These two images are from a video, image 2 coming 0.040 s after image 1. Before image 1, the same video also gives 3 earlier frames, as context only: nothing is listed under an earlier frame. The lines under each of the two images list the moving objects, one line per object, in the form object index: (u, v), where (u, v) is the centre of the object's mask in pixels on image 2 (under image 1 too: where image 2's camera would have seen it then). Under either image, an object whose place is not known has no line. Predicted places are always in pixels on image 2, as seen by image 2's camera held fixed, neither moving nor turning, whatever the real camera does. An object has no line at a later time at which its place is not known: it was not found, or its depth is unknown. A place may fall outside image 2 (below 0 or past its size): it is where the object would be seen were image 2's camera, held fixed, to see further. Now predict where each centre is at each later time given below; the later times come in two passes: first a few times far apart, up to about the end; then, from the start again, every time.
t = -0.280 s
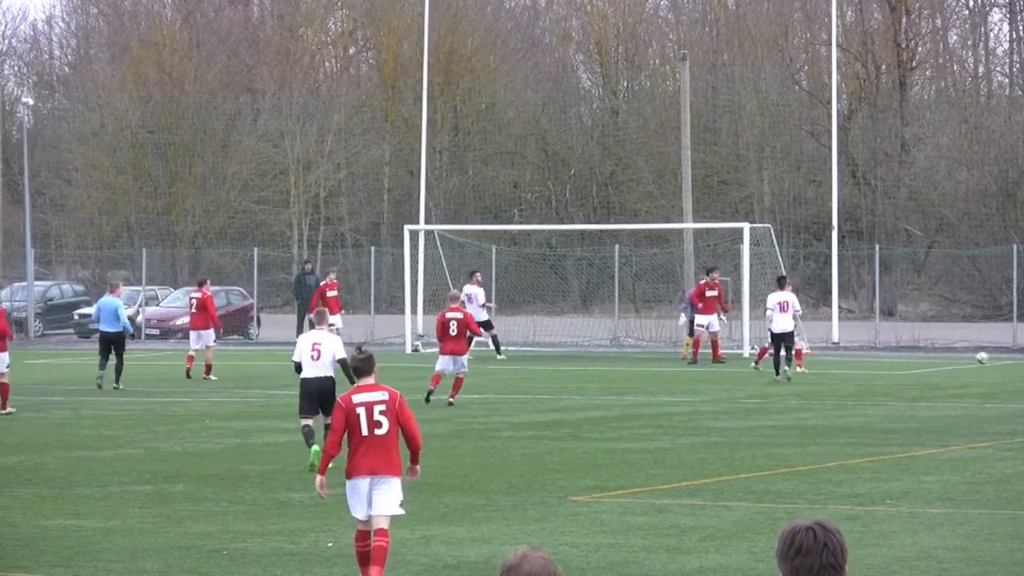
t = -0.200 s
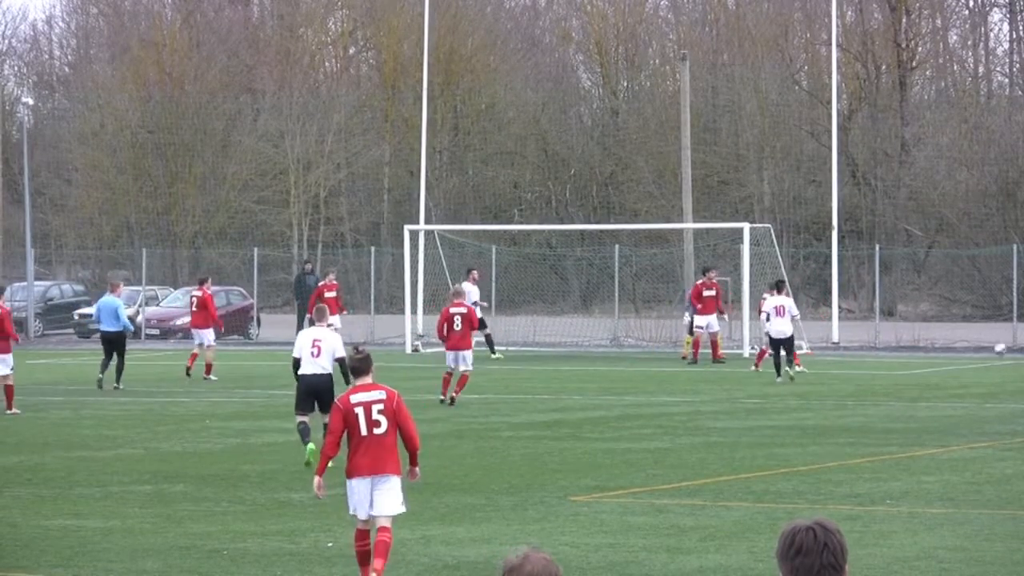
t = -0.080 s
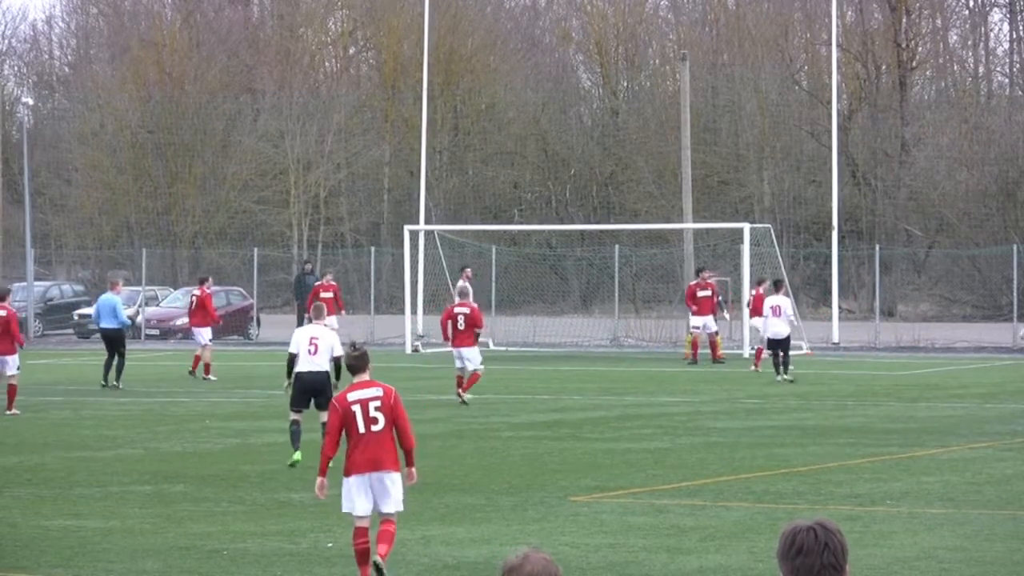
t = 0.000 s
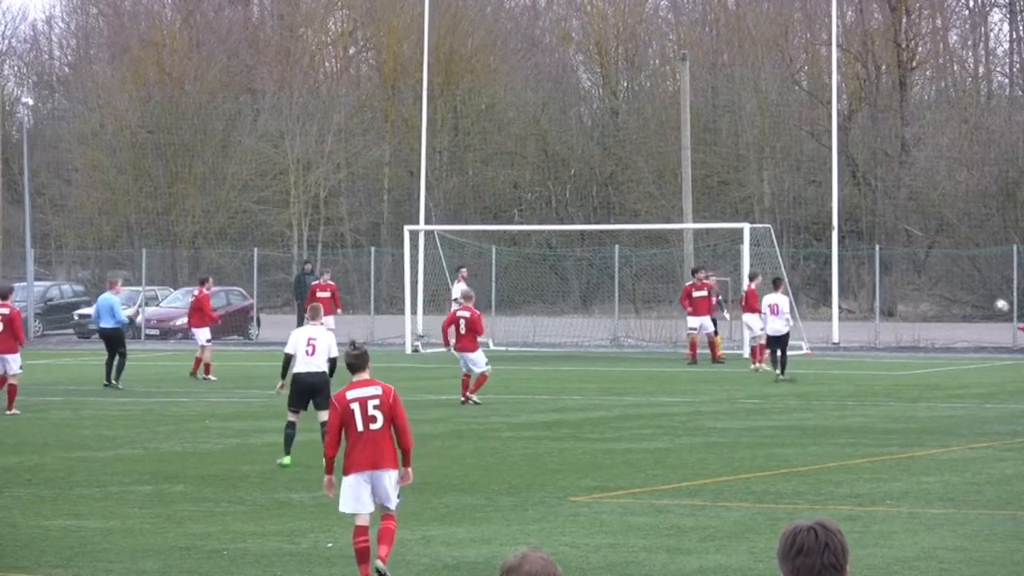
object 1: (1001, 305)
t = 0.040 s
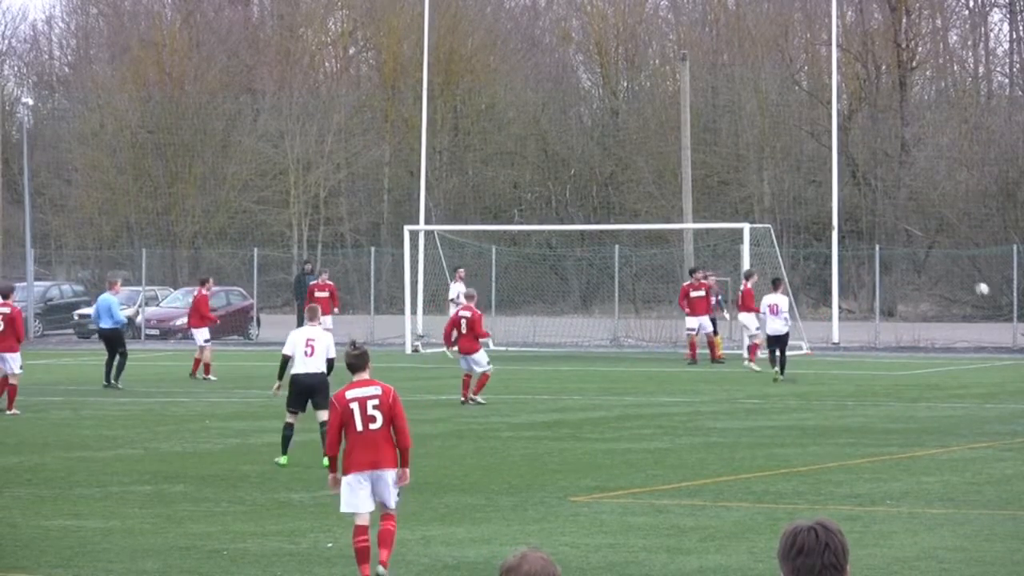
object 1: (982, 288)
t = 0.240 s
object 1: (897, 218)
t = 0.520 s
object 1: (800, 157)
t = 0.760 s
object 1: (731, 145)
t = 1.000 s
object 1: (677, 177)
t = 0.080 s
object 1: (964, 273)
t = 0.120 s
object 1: (946, 258)
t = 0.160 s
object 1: (930, 244)
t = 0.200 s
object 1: (913, 231)
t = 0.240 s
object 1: (897, 218)
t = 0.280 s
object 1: (882, 207)
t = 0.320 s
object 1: (867, 196)
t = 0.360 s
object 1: (853, 186)
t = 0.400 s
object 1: (839, 178)
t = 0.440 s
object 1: (825, 170)
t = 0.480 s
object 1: (812, 163)
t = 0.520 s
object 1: (800, 157)
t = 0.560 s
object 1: (788, 152)
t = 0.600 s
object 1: (775, 148)
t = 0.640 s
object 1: (764, 146)
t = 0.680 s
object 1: (753, 145)
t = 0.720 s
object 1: (742, 144)
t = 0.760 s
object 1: (731, 145)
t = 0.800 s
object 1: (721, 148)
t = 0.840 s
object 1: (712, 151)
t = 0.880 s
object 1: (703, 155)
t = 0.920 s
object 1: (694, 161)
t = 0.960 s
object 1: (685, 168)
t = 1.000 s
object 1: (677, 177)
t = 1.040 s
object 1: (668, 188)
